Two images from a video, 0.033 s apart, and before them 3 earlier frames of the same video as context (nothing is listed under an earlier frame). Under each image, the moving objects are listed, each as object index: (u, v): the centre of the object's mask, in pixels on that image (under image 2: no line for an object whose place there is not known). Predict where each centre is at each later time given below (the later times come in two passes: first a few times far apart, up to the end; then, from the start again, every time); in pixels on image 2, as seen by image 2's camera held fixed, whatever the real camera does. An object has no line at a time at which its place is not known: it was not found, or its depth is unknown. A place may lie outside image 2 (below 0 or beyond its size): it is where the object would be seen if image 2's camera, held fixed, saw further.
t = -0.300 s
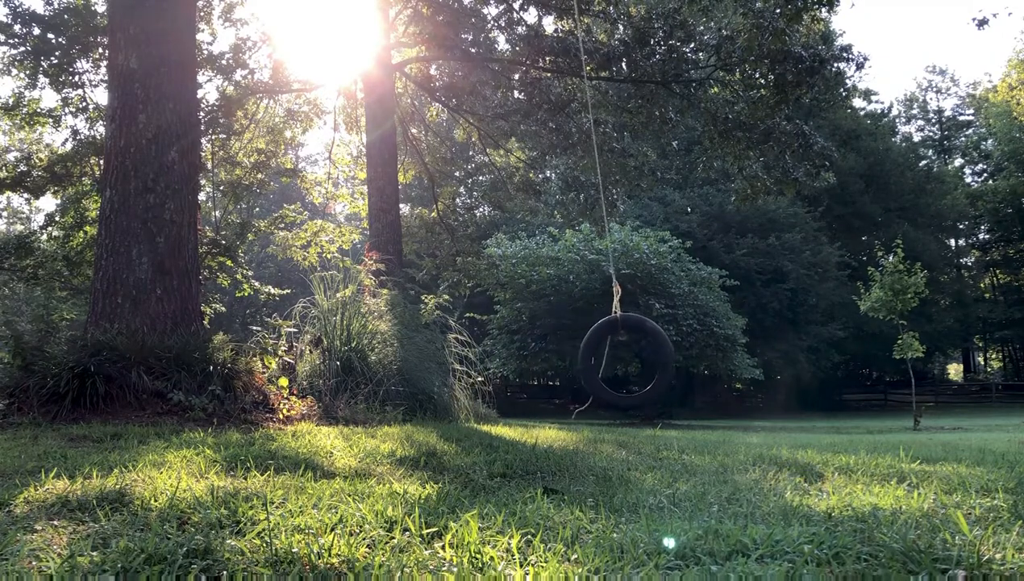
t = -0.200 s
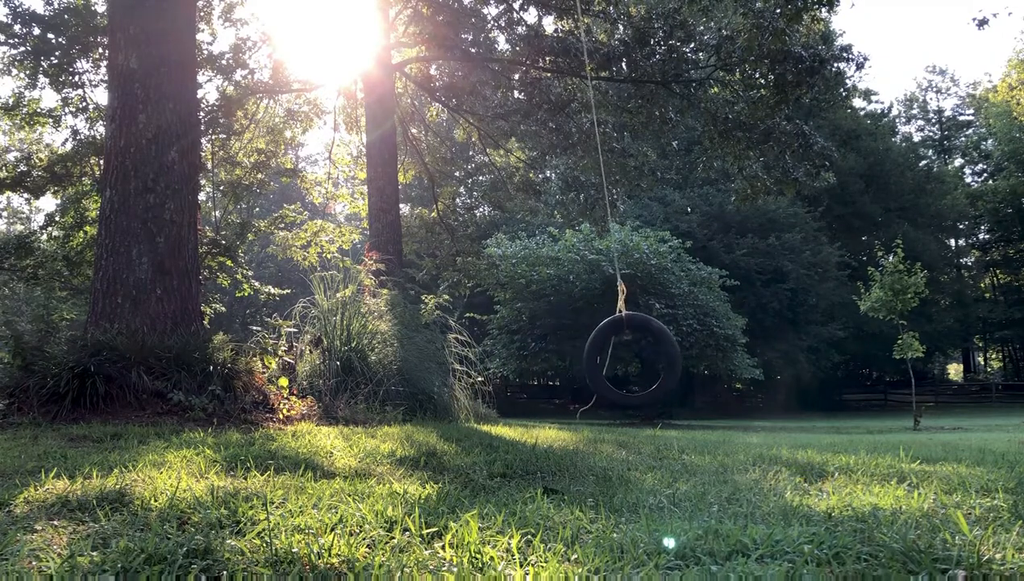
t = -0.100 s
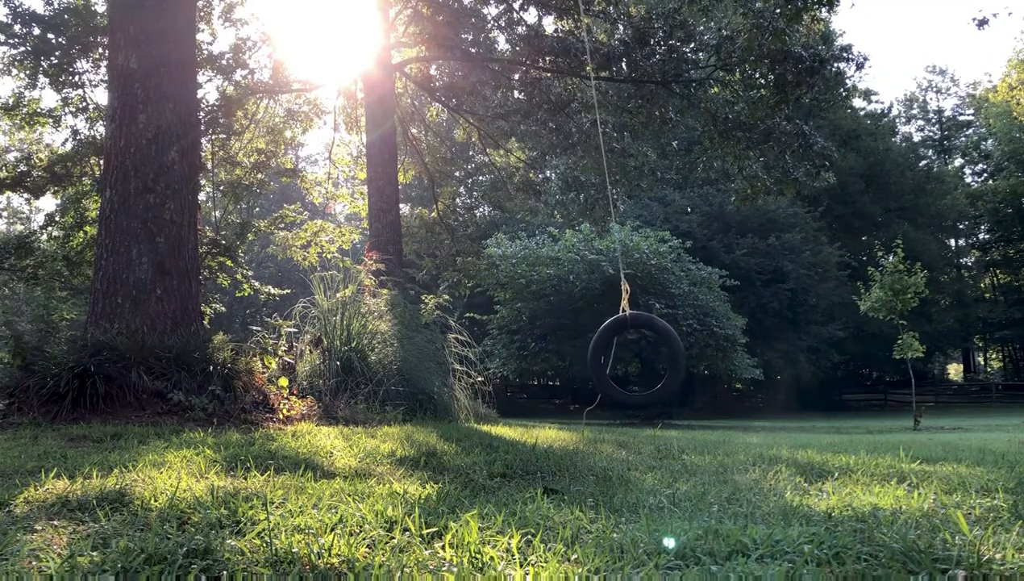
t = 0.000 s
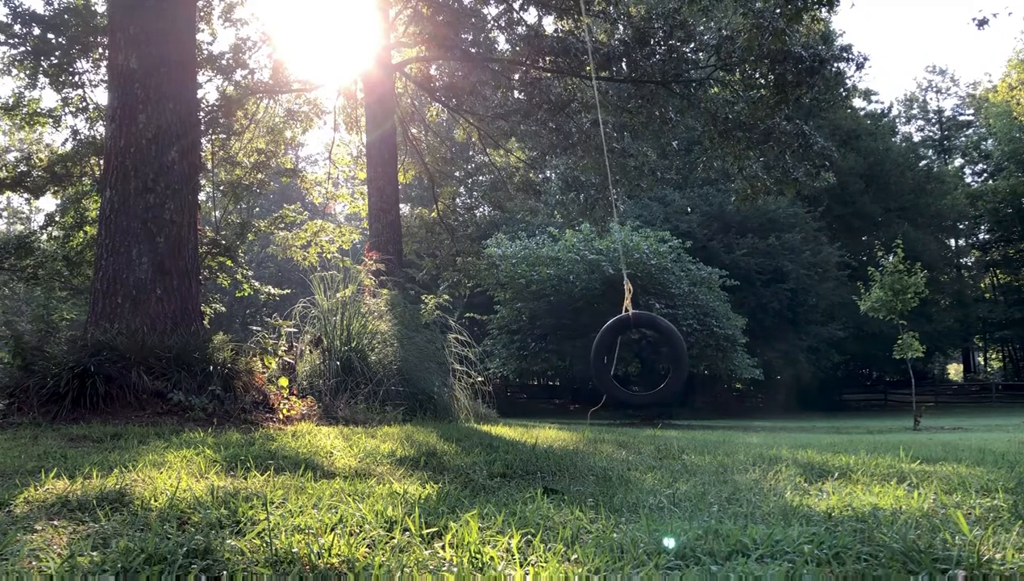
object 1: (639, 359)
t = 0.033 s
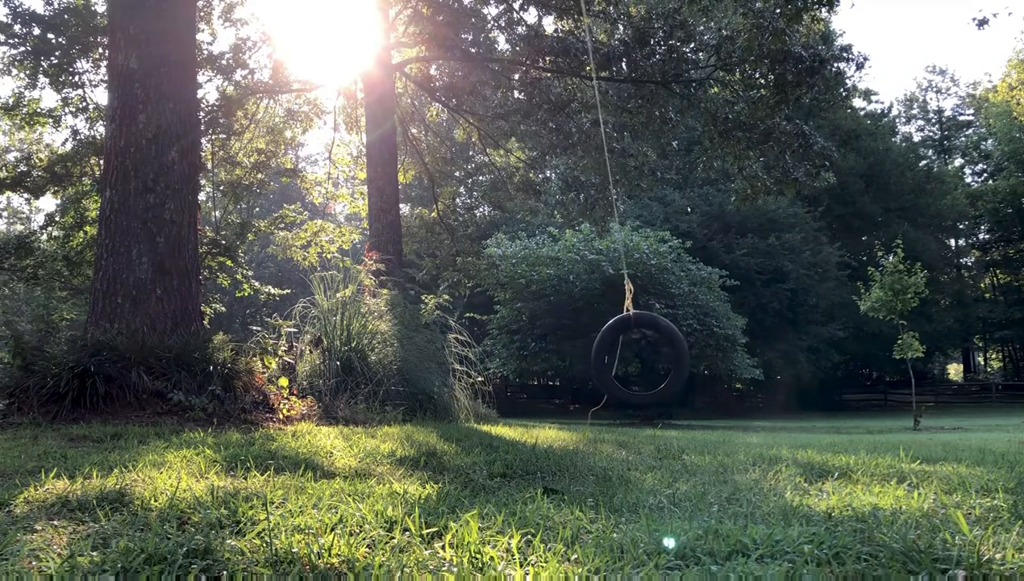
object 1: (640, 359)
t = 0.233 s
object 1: (641, 359)
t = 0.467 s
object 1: (638, 359)
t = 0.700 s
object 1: (627, 361)
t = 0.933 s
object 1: (610, 363)
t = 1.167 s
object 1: (591, 365)
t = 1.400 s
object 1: (568, 366)
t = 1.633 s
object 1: (546, 367)
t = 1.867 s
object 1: (526, 368)
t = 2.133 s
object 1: (508, 369)
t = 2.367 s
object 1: (499, 369)
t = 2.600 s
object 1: (498, 369)
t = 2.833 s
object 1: (502, 368)
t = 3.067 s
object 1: (513, 369)
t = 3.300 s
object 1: (530, 369)
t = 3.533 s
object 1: (550, 367)
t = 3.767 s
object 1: (572, 366)
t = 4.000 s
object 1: (593, 365)
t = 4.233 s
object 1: (611, 362)
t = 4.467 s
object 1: (627, 361)
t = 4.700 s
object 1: (637, 360)
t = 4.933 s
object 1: (640, 359)
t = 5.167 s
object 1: (637, 360)
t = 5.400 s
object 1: (627, 361)
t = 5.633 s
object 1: (612, 362)
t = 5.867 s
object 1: (593, 365)
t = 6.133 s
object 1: (568, 366)
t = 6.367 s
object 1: (546, 367)
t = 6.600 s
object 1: (526, 369)
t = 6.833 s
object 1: (512, 369)
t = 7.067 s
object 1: (502, 369)
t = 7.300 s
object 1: (500, 369)
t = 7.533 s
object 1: (503, 369)
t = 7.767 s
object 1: (513, 369)
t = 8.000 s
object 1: (528, 369)
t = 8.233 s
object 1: (548, 367)
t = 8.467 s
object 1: (568, 366)
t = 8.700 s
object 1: (589, 365)
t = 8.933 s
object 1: (608, 363)
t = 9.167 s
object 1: (623, 361)
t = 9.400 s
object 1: (634, 360)
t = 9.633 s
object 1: (639, 360)
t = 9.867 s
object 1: (637, 360)
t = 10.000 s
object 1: (632, 360)
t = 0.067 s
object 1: (641, 359)
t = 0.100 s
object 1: (641, 359)
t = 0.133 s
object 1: (641, 358)
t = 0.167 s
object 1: (641, 359)
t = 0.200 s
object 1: (641, 359)
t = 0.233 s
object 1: (641, 359)
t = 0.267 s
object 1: (641, 359)
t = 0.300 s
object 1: (641, 359)
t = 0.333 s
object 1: (641, 359)
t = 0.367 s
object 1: (640, 359)
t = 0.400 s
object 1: (640, 359)
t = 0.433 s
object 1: (639, 359)
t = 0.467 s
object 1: (638, 359)
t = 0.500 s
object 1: (637, 360)
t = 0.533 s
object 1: (636, 360)
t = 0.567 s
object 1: (634, 360)
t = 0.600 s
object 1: (632, 360)
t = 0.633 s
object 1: (631, 360)
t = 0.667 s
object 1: (629, 360)
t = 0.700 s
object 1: (627, 361)
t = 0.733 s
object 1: (625, 361)
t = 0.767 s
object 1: (622, 361)
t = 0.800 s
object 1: (620, 361)
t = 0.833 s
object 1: (618, 362)
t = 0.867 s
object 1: (615, 362)
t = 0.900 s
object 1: (613, 363)
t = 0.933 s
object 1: (610, 363)
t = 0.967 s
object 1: (607, 363)
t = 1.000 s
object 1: (605, 363)
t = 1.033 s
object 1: (602, 364)
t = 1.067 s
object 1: (600, 364)
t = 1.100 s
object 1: (596, 364)
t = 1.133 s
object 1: (593, 365)
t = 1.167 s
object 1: (591, 365)
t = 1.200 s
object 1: (588, 364)
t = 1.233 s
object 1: (584, 365)
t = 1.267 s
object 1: (581, 365)
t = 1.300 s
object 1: (578, 366)
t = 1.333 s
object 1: (575, 366)
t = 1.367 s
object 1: (571, 366)
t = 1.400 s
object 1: (568, 366)
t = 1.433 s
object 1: (565, 366)
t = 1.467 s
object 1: (562, 367)
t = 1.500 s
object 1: (559, 366)
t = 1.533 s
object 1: (556, 367)
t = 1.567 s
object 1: (552, 367)
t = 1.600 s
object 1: (549, 367)
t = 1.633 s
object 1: (546, 367)
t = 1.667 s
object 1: (543, 367)
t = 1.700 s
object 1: (540, 368)
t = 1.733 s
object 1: (537, 367)
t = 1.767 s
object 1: (534, 368)
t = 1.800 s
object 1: (531, 368)
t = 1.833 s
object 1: (529, 368)
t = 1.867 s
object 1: (526, 368)
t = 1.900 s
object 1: (524, 368)
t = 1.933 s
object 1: (521, 369)
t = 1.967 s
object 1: (520, 370)
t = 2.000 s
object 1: (516, 369)
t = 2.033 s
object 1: (514, 369)
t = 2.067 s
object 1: (512, 369)
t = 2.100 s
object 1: (510, 369)
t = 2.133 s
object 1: (508, 369)
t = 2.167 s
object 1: (506, 369)
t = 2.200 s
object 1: (505, 369)
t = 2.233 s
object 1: (504, 369)
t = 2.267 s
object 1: (502, 369)
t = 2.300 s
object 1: (501, 369)
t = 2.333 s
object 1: (500, 369)
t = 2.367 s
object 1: (499, 369)
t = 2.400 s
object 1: (498, 369)
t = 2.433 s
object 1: (498, 369)
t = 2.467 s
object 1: (498, 369)
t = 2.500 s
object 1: (498, 369)
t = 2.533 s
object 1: (498, 369)
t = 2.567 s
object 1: (498, 369)
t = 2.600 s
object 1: (498, 369)
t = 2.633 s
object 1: (498, 369)
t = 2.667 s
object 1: (498, 369)
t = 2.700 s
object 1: (498, 369)
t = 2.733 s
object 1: (499, 368)
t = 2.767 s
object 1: (500, 369)
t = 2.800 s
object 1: (501, 369)
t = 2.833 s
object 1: (502, 368)
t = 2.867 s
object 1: (503, 369)
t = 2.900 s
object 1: (505, 369)
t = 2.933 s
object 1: (506, 369)
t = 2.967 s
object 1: (507, 369)
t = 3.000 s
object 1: (509, 369)
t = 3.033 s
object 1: (511, 368)
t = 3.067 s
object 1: (513, 369)
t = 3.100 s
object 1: (515, 369)
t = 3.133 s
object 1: (517, 369)
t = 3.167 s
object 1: (519, 368)
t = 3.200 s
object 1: (522, 368)
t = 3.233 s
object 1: (525, 369)
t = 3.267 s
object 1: (527, 369)
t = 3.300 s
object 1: (530, 369)
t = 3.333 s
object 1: (532, 369)
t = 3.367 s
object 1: (534, 369)
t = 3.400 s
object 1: (538, 369)
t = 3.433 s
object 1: (541, 368)
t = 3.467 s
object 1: (544, 368)
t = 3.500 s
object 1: (547, 368)
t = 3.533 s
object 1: (550, 367)
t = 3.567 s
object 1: (553, 367)
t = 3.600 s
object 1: (557, 367)
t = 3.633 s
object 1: (559, 367)
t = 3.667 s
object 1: (562, 367)
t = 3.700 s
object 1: (566, 367)
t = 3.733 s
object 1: (568, 366)
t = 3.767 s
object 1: (572, 366)
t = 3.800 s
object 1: (575, 366)
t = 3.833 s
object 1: (578, 366)
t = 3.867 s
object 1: (581, 366)
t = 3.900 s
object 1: (585, 365)
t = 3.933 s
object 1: (587, 365)
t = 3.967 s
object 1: (590, 365)
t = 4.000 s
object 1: (593, 365)
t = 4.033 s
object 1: (596, 365)
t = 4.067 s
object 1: (599, 364)
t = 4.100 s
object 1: (601, 364)
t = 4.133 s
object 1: (604, 364)
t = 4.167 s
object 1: (607, 363)
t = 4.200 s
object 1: (609, 363)
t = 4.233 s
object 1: (611, 362)
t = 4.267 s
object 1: (614, 362)
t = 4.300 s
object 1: (617, 362)
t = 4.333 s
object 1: (619, 362)
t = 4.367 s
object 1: (621, 362)
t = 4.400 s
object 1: (623, 362)
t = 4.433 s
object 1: (625, 361)
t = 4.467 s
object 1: (627, 361)
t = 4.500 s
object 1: (629, 361)
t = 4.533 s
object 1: (630, 361)
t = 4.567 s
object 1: (632, 361)
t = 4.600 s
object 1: (633, 361)
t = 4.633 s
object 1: (635, 360)
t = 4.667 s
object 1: (635, 360)
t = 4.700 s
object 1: (637, 360)
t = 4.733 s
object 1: (638, 359)
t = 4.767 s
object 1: (639, 360)
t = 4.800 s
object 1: (639, 359)
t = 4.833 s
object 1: (640, 359)
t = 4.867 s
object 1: (640, 359)
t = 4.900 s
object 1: (640, 359)
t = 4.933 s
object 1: (640, 359)
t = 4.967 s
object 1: (640, 359)
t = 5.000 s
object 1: (640, 359)
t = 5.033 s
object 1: (640, 359)
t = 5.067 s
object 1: (639, 359)
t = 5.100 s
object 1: (639, 360)
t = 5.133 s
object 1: (638, 360)
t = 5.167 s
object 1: (637, 360)
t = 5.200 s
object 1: (636, 360)
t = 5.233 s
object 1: (635, 360)
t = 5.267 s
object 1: (633, 360)
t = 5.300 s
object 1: (632, 360)
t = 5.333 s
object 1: (631, 360)
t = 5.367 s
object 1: (629, 361)
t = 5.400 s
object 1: (627, 361)
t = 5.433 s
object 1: (625, 361)
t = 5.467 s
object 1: (623, 361)
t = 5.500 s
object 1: (621, 361)
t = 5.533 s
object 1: (619, 362)
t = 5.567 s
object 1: (617, 361)
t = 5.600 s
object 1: (614, 362)
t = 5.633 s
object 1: (612, 362)
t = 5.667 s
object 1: (609, 362)
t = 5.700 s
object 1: (607, 363)
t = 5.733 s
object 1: (604, 363)
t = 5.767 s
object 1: (601, 364)
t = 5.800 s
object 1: (598, 364)
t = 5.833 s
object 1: (596, 364)
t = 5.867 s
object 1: (593, 365)
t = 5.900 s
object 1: (590, 365)
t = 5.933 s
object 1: (587, 365)
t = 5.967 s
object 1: (584, 365)
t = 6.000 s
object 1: (580, 365)
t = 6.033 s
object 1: (577, 365)
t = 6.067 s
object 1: (575, 365)
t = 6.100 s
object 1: (571, 366)
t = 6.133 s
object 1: (568, 366)
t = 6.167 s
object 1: (565, 366)
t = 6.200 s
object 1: (562, 367)
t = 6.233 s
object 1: (559, 366)
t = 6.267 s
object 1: (557, 366)
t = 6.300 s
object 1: (553, 367)
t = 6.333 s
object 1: (550, 367)
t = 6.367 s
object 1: (546, 367)
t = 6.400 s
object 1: (543, 368)
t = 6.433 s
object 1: (540, 367)
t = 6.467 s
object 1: (538, 367)
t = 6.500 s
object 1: (535, 368)
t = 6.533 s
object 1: (532, 369)
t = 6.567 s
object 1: (530, 369)
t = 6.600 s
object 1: (526, 369)
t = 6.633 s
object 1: (525, 369)
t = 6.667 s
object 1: (523, 369)
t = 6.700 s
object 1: (521, 370)
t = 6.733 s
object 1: (517, 369)
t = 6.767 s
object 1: (515, 369)
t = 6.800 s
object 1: (514, 369)
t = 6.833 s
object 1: (512, 369)
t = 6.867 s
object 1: (510, 369)
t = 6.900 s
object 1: (508, 369)
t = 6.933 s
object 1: (507, 369)
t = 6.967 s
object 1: (506, 369)
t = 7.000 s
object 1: (504, 369)
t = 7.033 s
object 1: (503, 369)
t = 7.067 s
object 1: (502, 369)
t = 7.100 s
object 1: (501, 369)
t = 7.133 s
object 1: (501, 369)
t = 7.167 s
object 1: (500, 369)
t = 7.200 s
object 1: (500, 369)
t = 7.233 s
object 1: (500, 369)
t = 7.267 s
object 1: (500, 369)
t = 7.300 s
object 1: (500, 369)
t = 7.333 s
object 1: (500, 369)
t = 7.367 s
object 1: (500, 369)
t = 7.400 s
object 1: (500, 369)
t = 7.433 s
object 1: (501, 369)
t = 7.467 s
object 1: (501, 369)
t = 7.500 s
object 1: (502, 369)
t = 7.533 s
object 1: (503, 369)
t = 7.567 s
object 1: (504, 369)
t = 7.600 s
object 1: (505, 369)
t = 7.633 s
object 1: (507, 369)
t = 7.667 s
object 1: (508, 368)
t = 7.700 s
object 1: (509, 368)
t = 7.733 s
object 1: (511, 369)
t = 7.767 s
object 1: (513, 369)
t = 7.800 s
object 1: (515, 369)
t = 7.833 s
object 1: (517, 369)
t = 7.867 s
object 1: (519, 369)
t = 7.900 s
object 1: (522, 369)
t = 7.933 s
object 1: (524, 369)
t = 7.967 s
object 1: (526, 369)
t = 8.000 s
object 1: (528, 369)
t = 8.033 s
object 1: (531, 368)
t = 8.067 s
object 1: (534, 368)
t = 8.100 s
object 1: (537, 368)
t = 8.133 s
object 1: (539, 367)
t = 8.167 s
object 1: (542, 367)
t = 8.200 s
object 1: (545, 367)
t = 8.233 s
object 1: (548, 367)
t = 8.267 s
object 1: (550, 367)
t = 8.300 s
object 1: (553, 367)
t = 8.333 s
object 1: (557, 366)
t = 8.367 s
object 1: (560, 367)
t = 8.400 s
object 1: (563, 366)
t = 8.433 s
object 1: (566, 366)
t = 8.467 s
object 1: (568, 366)
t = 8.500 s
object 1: (571, 366)
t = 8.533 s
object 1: (575, 366)
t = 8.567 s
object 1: (578, 366)
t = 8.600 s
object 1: (581, 366)
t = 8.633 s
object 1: (584, 366)
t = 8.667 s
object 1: (586, 365)
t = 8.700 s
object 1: (589, 365)
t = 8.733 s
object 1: (592, 364)
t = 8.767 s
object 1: (595, 365)
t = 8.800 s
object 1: (597, 364)
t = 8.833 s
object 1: (600, 364)
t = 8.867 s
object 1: (603, 364)
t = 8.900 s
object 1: (605, 364)
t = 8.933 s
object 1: (608, 363)
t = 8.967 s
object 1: (610, 363)
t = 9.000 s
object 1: (613, 363)
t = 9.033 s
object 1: (615, 362)
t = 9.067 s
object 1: (618, 362)
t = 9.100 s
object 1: (620, 362)
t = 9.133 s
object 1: (622, 362)
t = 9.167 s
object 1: (623, 361)
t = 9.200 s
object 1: (625, 361)
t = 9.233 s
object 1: (627, 361)
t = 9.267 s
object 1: (629, 361)
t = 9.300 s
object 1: (630, 361)
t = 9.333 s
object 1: (632, 360)
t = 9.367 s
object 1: (633, 360)
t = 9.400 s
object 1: (634, 360)
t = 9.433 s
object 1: (635, 360)
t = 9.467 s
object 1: (636, 360)
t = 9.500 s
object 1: (637, 360)
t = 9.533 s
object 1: (638, 360)
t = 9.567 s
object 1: (638, 360)
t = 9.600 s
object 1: (639, 360)
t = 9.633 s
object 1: (639, 360)
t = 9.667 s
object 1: (639, 360)
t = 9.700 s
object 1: (639, 360)
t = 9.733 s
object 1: (638, 360)
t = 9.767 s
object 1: (638, 360)
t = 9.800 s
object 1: (638, 360)
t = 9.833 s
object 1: (637, 360)
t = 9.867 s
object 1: (637, 360)
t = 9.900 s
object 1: (635, 360)
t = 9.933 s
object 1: (635, 360)
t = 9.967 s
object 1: (634, 360)
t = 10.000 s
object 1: (632, 360)
